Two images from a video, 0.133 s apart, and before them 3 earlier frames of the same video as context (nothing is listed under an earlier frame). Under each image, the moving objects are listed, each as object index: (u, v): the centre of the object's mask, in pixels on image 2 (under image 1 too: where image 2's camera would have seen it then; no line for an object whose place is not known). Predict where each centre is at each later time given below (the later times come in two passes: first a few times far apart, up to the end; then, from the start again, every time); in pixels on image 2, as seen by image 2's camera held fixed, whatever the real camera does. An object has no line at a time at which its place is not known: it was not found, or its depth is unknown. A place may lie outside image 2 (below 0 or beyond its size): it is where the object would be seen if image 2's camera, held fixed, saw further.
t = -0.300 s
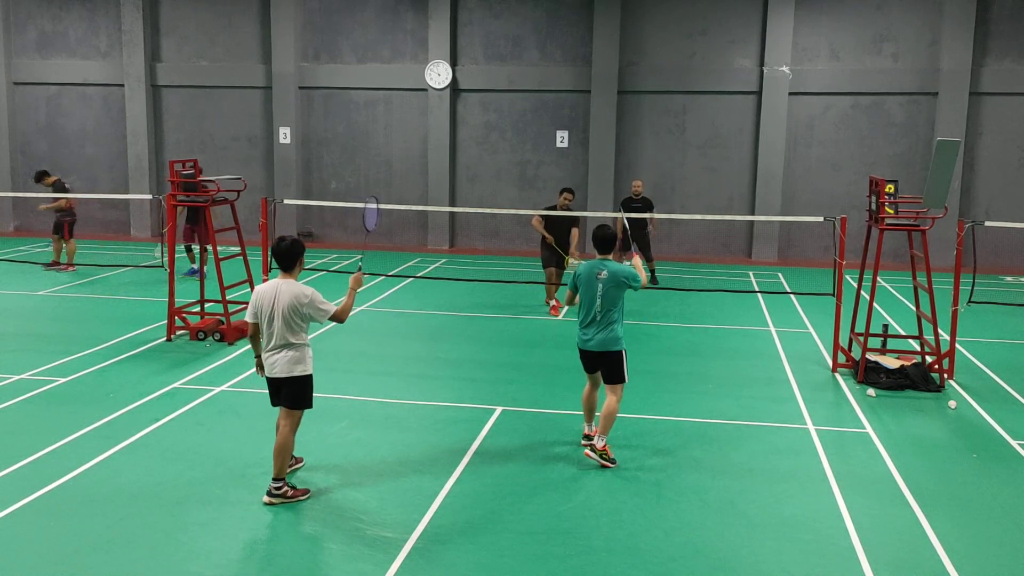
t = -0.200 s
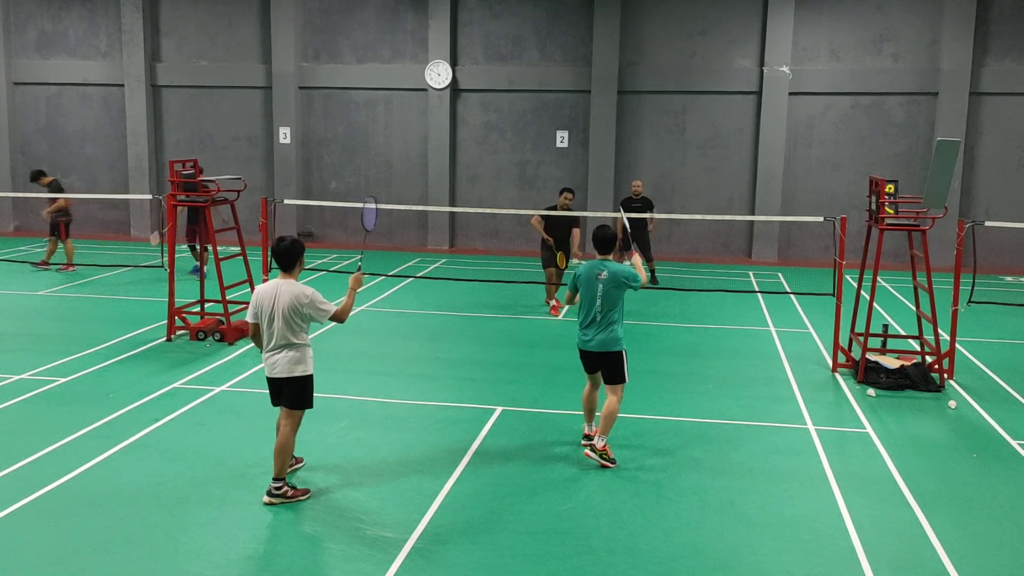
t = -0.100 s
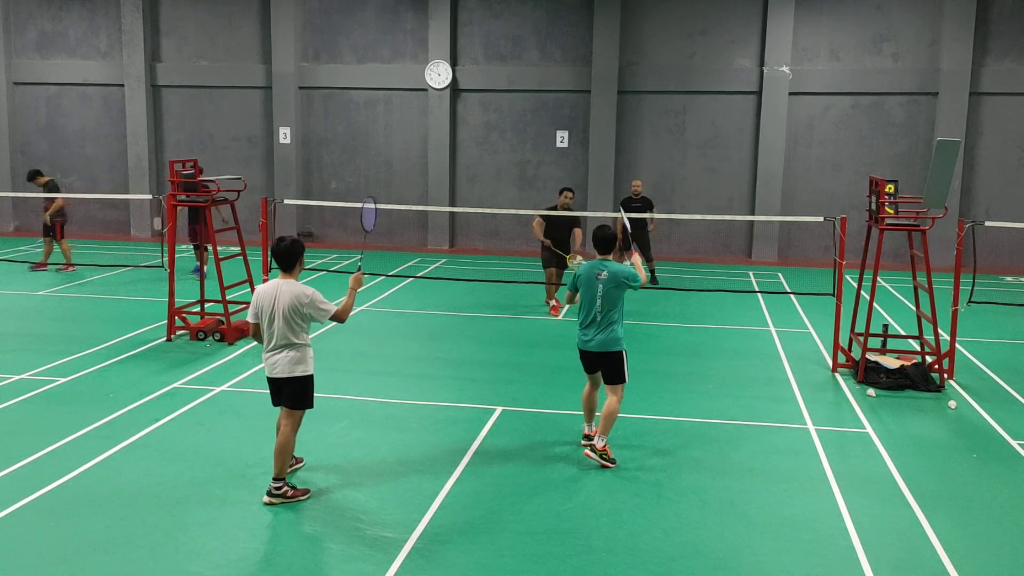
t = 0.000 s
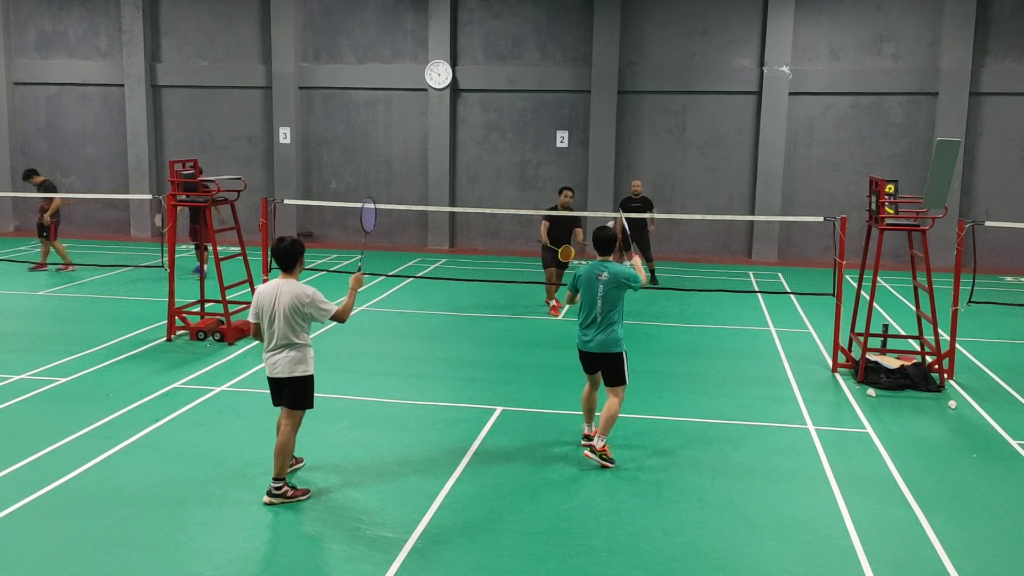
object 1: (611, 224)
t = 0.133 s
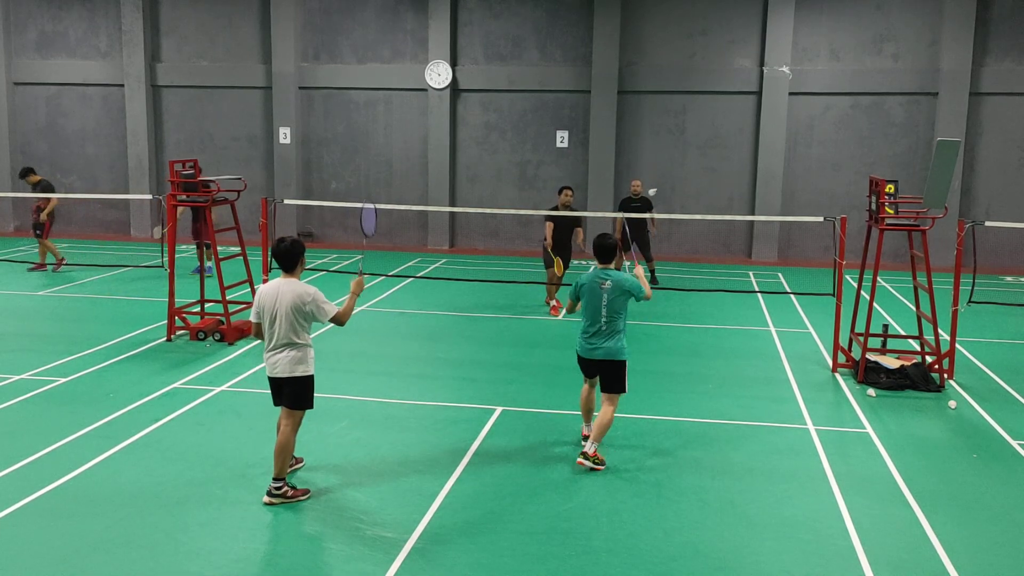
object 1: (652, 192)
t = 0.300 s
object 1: (700, 175)
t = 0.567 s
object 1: (768, 205)
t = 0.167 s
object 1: (662, 186)
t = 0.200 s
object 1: (672, 182)
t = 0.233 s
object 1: (681, 179)
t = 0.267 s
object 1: (690, 176)
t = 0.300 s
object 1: (700, 175)
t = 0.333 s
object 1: (709, 174)
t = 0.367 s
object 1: (717, 176)
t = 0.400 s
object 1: (726, 177)
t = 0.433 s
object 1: (735, 181)
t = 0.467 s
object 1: (744, 185)
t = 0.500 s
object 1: (752, 191)
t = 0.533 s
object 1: (760, 197)
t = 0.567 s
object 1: (768, 205)
